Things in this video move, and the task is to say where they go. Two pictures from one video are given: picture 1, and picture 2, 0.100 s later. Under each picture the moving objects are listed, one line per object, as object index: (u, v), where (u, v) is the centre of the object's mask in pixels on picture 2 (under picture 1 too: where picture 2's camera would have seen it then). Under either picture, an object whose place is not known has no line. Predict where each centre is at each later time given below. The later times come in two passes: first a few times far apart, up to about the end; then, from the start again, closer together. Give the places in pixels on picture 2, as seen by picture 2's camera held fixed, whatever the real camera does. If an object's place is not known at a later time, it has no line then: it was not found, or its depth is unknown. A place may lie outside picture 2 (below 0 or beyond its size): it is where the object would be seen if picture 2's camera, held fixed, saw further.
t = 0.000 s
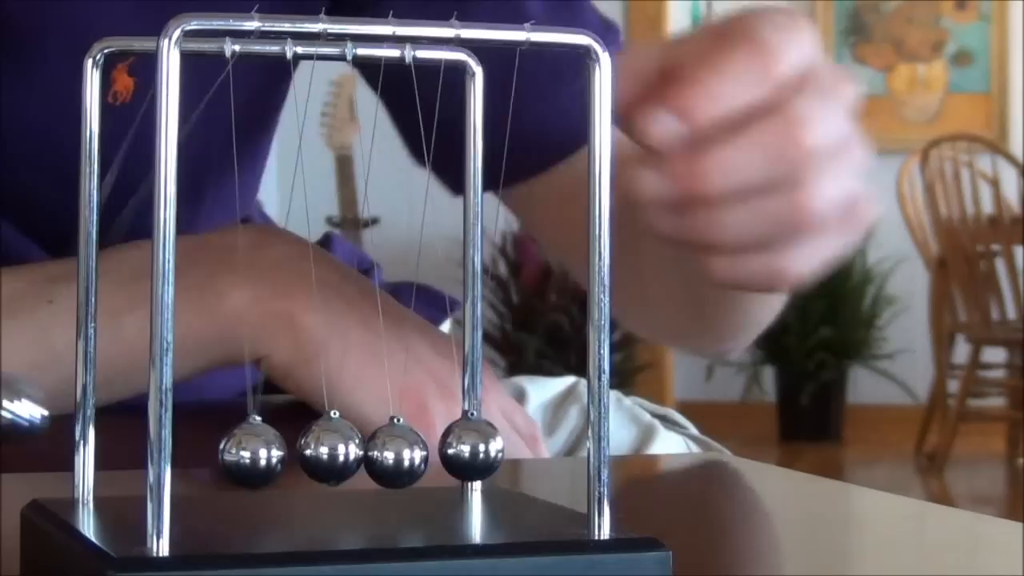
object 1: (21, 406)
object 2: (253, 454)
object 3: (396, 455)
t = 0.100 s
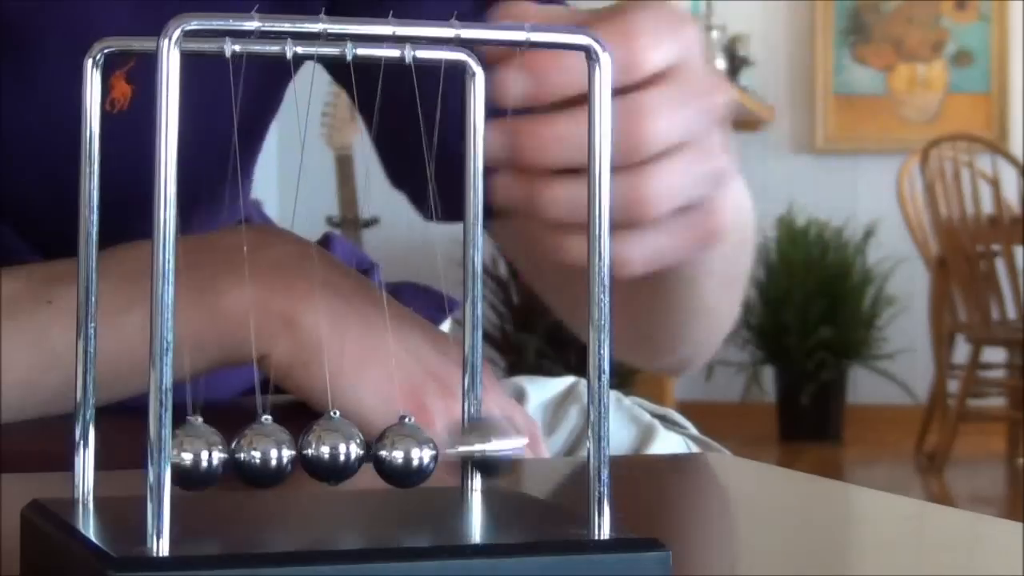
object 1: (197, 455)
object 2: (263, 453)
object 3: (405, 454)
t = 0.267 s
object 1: (192, 455)
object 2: (270, 454)
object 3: (413, 454)
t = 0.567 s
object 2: (250, 453)
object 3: (391, 455)
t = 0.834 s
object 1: (193, 455)
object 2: (270, 454)
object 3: (409, 453)
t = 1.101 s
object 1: (131, 450)
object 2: (257, 454)
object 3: (398, 454)
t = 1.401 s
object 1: (190, 453)
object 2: (256, 452)
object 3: (395, 454)
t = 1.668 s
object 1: (202, 455)
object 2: (273, 453)
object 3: (415, 453)
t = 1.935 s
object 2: (248, 453)
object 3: (388, 455)
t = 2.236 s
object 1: (207, 455)
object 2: (275, 453)
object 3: (415, 453)
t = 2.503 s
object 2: (251, 454)
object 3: (393, 454)
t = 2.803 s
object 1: (200, 455)
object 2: (269, 453)
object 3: (408, 454)
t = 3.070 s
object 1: (131, 450)
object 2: (263, 454)
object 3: (403, 454)
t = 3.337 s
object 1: (123, 446)
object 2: (251, 454)
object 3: (384, 455)
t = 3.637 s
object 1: (207, 455)
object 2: (283, 453)
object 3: (416, 453)
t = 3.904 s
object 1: (34, 417)
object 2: (243, 453)
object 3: (375, 454)
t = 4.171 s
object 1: (204, 455)
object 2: (285, 453)
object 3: (420, 453)
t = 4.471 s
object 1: (39, 418)
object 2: (247, 454)
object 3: (379, 454)
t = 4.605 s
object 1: (92, 441)
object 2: (243, 453)
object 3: (378, 454)
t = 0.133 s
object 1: (194, 455)
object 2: (265, 453)
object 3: (410, 453)
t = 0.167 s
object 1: (192, 455)
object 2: (267, 453)
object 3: (414, 453)
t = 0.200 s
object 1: (191, 455)
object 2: (268, 453)
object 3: (416, 453)
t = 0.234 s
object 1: (191, 455)
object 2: (269, 454)
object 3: (416, 453)
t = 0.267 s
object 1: (192, 455)
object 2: (270, 454)
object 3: (413, 454)
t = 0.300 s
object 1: (194, 455)
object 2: (271, 453)
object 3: (409, 454)
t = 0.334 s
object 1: (197, 455)
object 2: (271, 454)
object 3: (404, 454)
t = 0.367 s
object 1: (200, 455)
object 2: (267, 454)
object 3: (403, 454)
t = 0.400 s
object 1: (196, 455)
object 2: (271, 454)
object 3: (403, 454)
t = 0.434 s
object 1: (179, 449)
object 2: (253, 453)
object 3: (401, 454)
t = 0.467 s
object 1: (102, 436)
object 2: (249, 454)
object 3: (398, 454)
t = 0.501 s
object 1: (41, 421)
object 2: (248, 454)
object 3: (395, 454)
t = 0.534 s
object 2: (248, 454)
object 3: (392, 455)
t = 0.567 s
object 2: (250, 453)
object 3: (391, 455)
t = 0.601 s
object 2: (255, 453)
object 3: (388, 455)
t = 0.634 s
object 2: (257, 453)
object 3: (391, 454)
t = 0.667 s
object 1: (36, 414)
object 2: (257, 453)
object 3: (396, 454)
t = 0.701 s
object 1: (93, 435)
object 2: (259, 453)
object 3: (391, 454)
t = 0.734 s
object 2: (256, 453)
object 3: (392, 454)
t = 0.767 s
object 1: (193, 455)
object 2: (264, 453)
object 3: (408, 453)
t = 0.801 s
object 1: (193, 455)
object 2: (266, 453)
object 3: (409, 453)
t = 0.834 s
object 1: (193, 455)
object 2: (270, 454)
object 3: (409, 453)
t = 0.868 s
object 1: (194, 455)
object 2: (273, 453)
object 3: (408, 453)
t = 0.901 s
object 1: (196, 455)
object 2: (274, 453)
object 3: (407, 453)
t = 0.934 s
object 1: (199, 455)
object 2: (270, 454)
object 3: (407, 454)
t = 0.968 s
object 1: (200, 455)
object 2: (270, 453)
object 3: (408, 454)
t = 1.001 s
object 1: (199, 455)
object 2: (274, 453)
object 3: (407, 454)
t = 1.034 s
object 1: (197, 455)
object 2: (273, 453)
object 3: (409, 454)
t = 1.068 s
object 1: (196, 455)
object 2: (270, 454)
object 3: (411, 453)
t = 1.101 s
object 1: (131, 450)
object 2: (257, 454)
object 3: (398, 454)
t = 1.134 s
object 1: (89, 437)
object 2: (258, 454)
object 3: (395, 454)
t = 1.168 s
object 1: (37, 417)
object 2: (258, 453)
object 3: (391, 454)
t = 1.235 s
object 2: (253, 453)
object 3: (395, 454)
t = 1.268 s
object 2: (253, 453)
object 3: (394, 455)
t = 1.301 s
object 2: (254, 453)
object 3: (389, 455)
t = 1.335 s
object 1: (51, 424)
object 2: (252, 453)
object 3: (389, 455)
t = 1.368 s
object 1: (120, 443)
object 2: (250, 454)
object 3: (392, 454)
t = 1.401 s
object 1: (190, 453)
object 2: (256, 452)
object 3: (395, 454)
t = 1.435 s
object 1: (192, 454)
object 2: (268, 453)
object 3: (401, 454)
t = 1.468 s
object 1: (194, 455)
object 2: (269, 453)
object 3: (404, 454)
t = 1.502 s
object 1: (196, 455)
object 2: (269, 453)
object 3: (407, 454)
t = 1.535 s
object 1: (200, 455)
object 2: (268, 453)
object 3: (409, 454)
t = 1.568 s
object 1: (202, 455)
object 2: (271, 453)
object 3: (410, 453)
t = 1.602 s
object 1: (201, 455)
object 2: (277, 453)
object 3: (409, 454)
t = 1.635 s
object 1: (202, 455)
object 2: (276, 453)
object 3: (412, 453)
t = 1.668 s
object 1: (202, 455)
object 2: (273, 453)
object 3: (415, 453)
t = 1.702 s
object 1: (201, 455)
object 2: (270, 453)
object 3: (416, 453)
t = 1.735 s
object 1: (200, 454)
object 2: (267, 453)
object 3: (403, 454)
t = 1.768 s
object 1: (123, 448)
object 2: (262, 453)
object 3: (398, 454)
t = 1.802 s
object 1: (75, 431)
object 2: (259, 453)
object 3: (396, 454)
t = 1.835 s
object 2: (257, 453)
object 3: (395, 454)
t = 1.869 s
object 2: (255, 453)
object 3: (391, 454)
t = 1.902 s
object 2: (253, 453)
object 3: (388, 454)
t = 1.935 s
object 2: (248, 453)
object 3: (388, 455)
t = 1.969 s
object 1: (35, 416)
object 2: (246, 453)
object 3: (390, 454)
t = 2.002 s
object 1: (83, 434)
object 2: (245, 453)
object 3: (391, 454)
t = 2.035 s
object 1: (135, 447)
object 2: (247, 453)
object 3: (394, 454)
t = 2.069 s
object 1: (192, 454)
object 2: (262, 453)
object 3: (397, 454)
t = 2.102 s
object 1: (196, 454)
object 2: (264, 453)
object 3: (400, 454)
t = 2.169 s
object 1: (203, 455)
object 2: (273, 453)
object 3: (404, 454)
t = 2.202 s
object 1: (206, 455)
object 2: (274, 453)
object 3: (410, 453)
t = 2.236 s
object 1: (207, 455)
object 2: (275, 453)
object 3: (415, 453)
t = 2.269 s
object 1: (207, 455)
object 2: (275, 453)
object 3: (417, 453)
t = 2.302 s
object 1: (207, 455)
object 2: (274, 453)
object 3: (417, 453)
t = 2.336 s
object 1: (206, 455)
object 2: (273, 453)
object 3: (415, 453)
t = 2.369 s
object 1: (204, 455)
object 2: (271, 453)
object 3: (410, 453)
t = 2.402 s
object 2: (269, 454)
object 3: (403, 454)
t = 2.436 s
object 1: (119, 443)
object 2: (266, 453)
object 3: (398, 454)
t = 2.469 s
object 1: (62, 429)
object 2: (258, 453)
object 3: (395, 454)
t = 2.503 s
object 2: (251, 454)
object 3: (393, 454)
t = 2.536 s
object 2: (245, 453)
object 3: (391, 454)
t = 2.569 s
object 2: (243, 454)
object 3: (389, 454)
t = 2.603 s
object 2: (243, 454)
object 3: (388, 454)
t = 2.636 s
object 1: (54, 426)
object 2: (245, 454)
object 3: (387, 455)
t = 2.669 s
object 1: (111, 443)
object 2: (250, 454)
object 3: (387, 455)
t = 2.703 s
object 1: (180, 451)
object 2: (257, 454)
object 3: (389, 455)
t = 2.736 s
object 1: (196, 455)
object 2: (262, 454)
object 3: (395, 454)
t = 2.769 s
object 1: (198, 455)
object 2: (265, 454)
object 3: (402, 454)
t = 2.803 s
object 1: (200, 455)
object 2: (269, 453)
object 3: (408, 454)
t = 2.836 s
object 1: (203, 455)
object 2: (273, 453)
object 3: (413, 453)
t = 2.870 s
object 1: (206, 455)
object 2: (276, 453)
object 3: (415, 453)
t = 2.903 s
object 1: (209, 455)
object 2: (279, 453)
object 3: (416, 453)
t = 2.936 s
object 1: (212, 455)
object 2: (280, 453)
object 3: (414, 454)
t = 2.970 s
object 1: (212, 455)
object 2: (280, 453)
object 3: (411, 454)
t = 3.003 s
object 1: (208, 455)
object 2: (278, 453)
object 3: (411, 454)
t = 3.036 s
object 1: (203, 455)
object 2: (274, 454)
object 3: (409, 454)
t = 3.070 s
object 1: (131, 450)
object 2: (263, 454)
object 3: (403, 454)
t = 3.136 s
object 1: (49, 427)
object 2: (254, 454)
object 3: (392, 454)
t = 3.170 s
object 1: (25, 415)
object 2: (251, 454)
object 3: (387, 455)
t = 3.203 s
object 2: (250, 454)
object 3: (384, 455)
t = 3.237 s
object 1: (22, 412)
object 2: (248, 454)
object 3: (382, 455)
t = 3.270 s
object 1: (39, 422)
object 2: (248, 454)
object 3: (381, 455)
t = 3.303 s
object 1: (83, 438)
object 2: (248, 454)
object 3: (381, 455)
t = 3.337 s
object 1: (123, 446)
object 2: (251, 454)
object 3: (384, 455)
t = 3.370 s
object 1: (194, 455)
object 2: (256, 453)
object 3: (395, 454)
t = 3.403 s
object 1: (197, 455)
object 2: (262, 453)
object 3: (400, 454)
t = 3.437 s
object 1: (201, 455)
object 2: (268, 453)
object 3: (403, 454)
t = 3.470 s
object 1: (206, 455)
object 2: (275, 453)
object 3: (406, 454)
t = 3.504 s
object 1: (209, 455)
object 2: (278, 453)
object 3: (411, 454)
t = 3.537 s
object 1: (210, 454)
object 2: (283, 453)
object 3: (414, 453)
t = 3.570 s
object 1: (210, 454)
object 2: (285, 453)
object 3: (416, 453)
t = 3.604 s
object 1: (209, 455)
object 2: (285, 453)
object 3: (417, 453)
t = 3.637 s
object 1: (207, 455)
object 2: (283, 453)
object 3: (416, 453)
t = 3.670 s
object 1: (205, 455)
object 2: (280, 453)
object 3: (412, 453)
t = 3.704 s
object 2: (269, 454)
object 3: (405, 454)
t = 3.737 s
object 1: (122, 447)
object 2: (266, 454)
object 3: (399, 454)
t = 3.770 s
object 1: (80, 438)
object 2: (260, 454)
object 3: (392, 454)
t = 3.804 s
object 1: (40, 422)
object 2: (252, 454)
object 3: (386, 454)
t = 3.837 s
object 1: (27, 411)
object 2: (247, 454)
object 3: (381, 454)
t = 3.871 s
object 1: (24, 409)
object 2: (244, 453)
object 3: (377, 455)
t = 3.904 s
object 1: (34, 417)
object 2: (243, 453)
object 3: (375, 454)
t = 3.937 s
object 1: (65, 428)
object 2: (244, 453)
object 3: (376, 454)
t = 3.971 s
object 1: (115, 443)
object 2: (247, 453)
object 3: (380, 454)
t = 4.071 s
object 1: (199, 455)
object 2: (265, 453)
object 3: (400, 454)
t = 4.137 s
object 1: (202, 455)
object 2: (279, 453)
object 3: (415, 453)
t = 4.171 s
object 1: (204, 455)
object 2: (285, 453)
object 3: (420, 453)
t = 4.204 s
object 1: (206, 455)
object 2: (288, 452)
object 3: (422, 453)
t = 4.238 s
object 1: (208, 455)
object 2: (289, 452)
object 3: (421, 453)
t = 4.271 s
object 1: (209, 455)
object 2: (288, 452)
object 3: (419, 453)
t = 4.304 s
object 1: (210, 455)
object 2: (282, 453)
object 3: (416, 453)
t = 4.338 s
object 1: (208, 455)
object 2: (276, 453)
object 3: (410, 454)
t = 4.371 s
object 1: (186, 450)
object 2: (267, 454)
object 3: (402, 454)
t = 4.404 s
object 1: (112, 444)
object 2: (259, 454)
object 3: (394, 454)
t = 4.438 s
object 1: (68, 429)
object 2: (252, 454)
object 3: (386, 454)
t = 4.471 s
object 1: (39, 418)
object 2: (247, 454)
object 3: (379, 454)
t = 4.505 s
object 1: (30, 413)
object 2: (242, 453)
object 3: (376, 455)
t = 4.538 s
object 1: (33, 416)
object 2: (239, 453)
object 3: (374, 455)
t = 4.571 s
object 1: (54, 425)
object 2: (239, 453)
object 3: (375, 455)
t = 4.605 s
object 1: (92, 441)
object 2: (243, 453)
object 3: (378, 454)
